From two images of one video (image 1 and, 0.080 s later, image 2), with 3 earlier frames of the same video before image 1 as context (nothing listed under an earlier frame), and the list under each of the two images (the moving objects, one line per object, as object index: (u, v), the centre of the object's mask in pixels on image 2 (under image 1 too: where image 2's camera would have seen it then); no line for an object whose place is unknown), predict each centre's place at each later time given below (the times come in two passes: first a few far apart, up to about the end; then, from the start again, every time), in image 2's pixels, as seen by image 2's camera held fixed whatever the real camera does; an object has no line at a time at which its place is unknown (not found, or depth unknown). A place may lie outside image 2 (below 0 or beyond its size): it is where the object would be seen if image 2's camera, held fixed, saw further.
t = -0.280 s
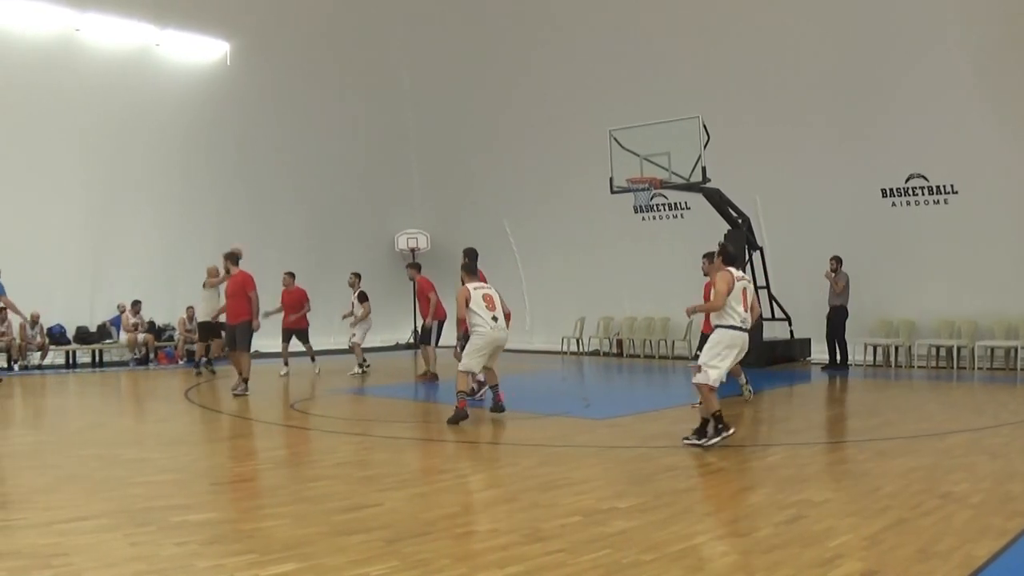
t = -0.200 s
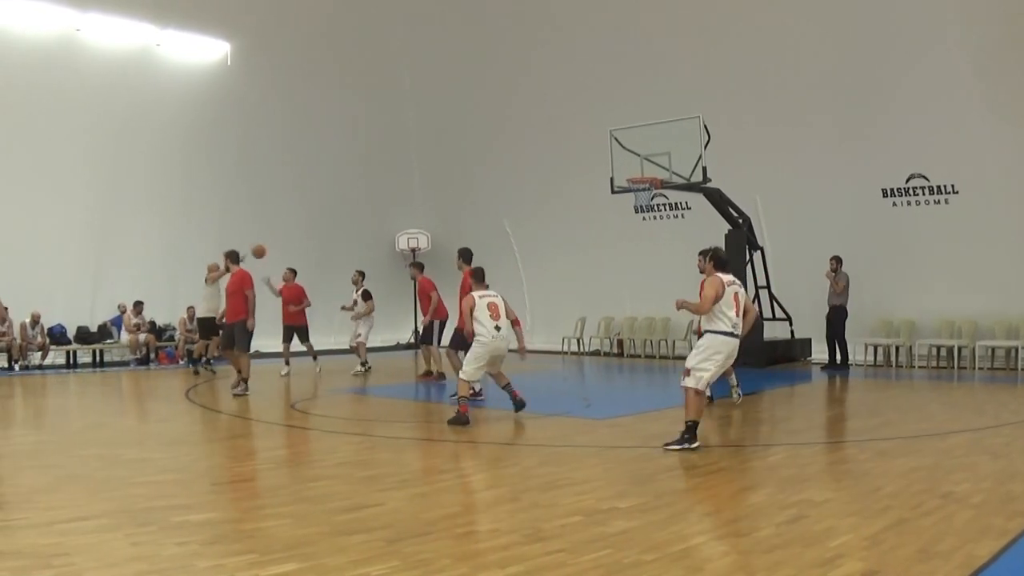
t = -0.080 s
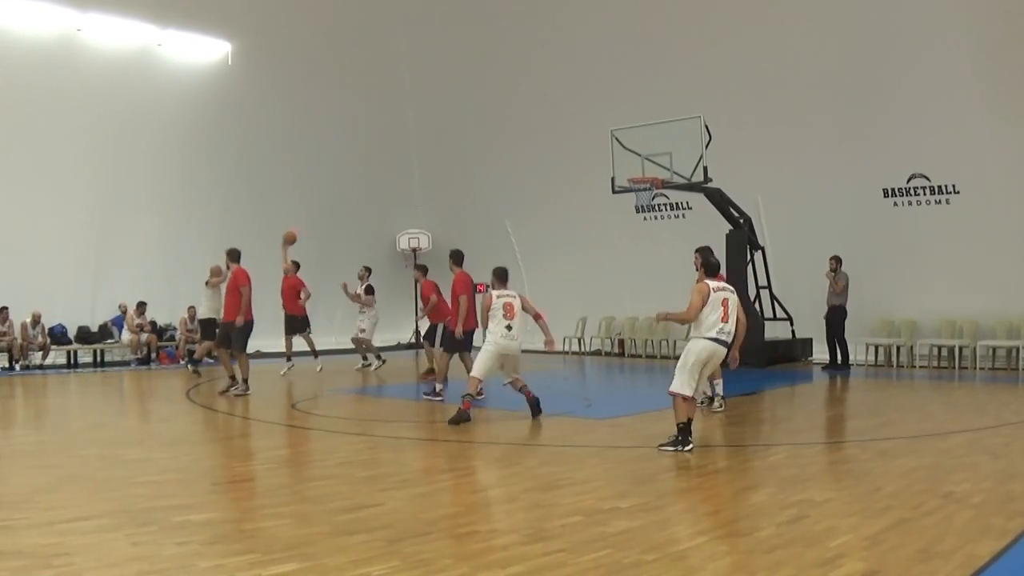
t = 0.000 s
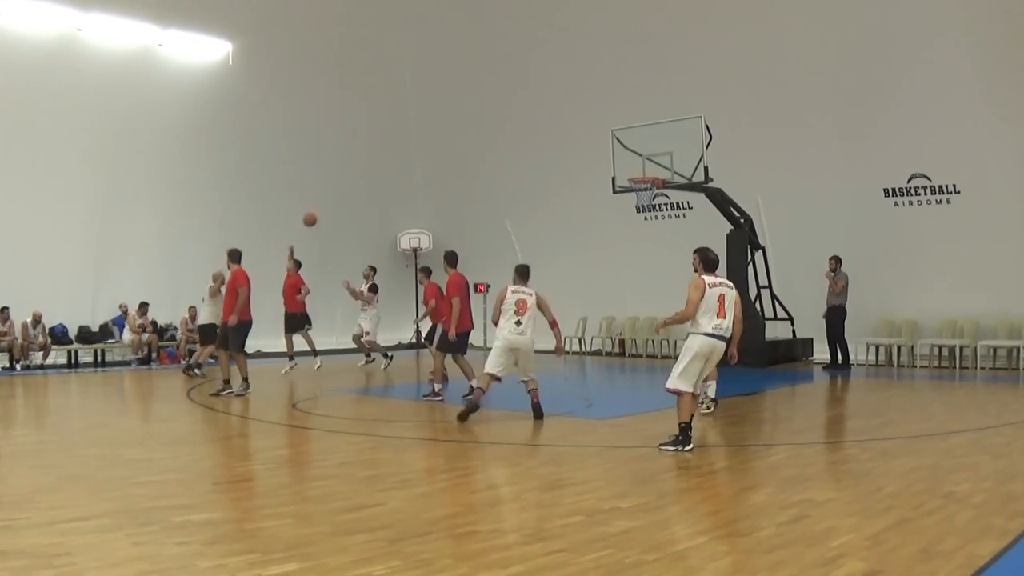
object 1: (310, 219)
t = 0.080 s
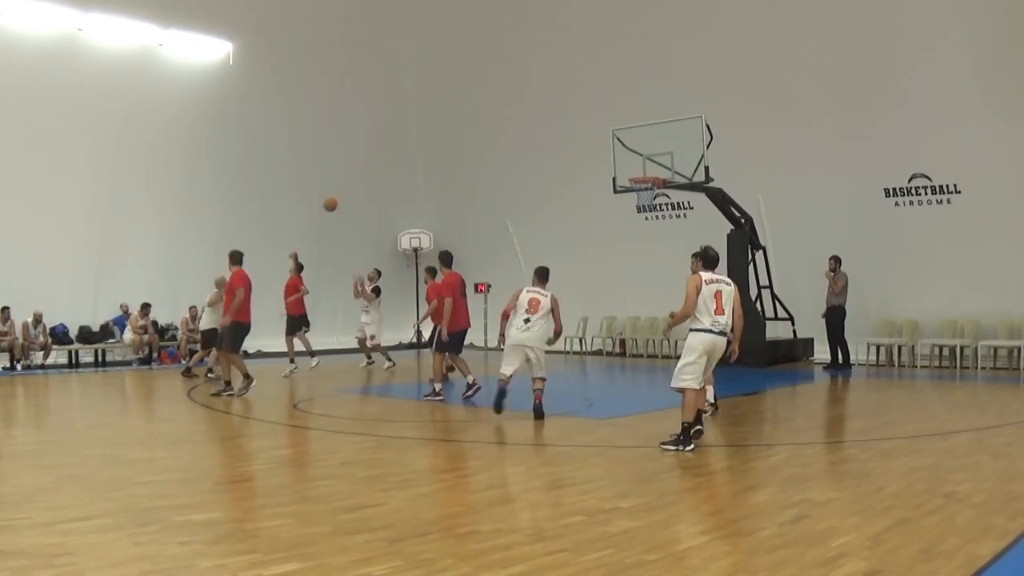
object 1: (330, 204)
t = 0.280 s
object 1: (381, 182)
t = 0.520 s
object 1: (443, 187)
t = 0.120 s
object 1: (340, 198)
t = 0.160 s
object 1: (350, 192)
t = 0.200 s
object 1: (360, 188)
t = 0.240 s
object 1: (371, 184)
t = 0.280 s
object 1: (381, 182)
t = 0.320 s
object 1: (391, 181)
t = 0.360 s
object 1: (401, 180)
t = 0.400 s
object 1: (411, 181)
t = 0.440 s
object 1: (422, 182)
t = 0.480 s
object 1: (433, 184)
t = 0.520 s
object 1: (443, 187)
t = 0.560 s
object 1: (453, 191)
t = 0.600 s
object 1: (464, 196)
